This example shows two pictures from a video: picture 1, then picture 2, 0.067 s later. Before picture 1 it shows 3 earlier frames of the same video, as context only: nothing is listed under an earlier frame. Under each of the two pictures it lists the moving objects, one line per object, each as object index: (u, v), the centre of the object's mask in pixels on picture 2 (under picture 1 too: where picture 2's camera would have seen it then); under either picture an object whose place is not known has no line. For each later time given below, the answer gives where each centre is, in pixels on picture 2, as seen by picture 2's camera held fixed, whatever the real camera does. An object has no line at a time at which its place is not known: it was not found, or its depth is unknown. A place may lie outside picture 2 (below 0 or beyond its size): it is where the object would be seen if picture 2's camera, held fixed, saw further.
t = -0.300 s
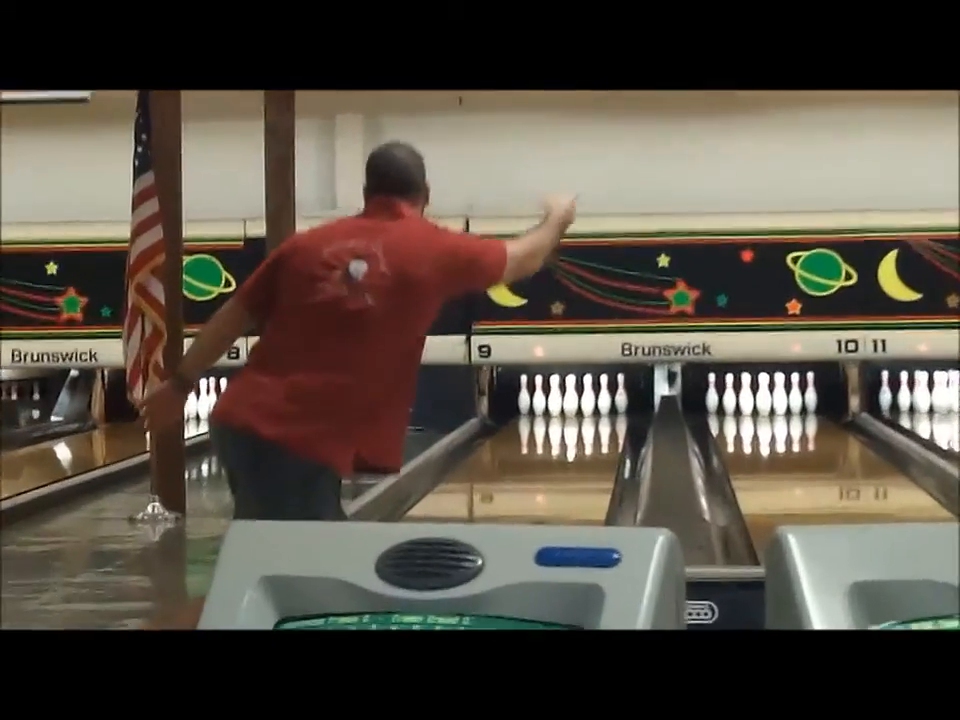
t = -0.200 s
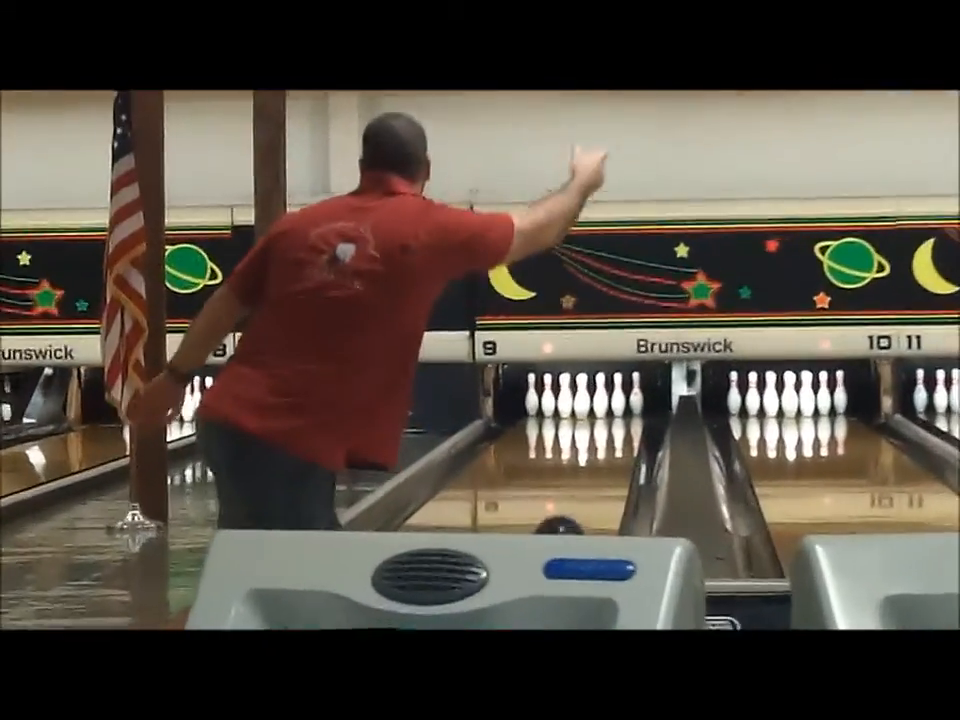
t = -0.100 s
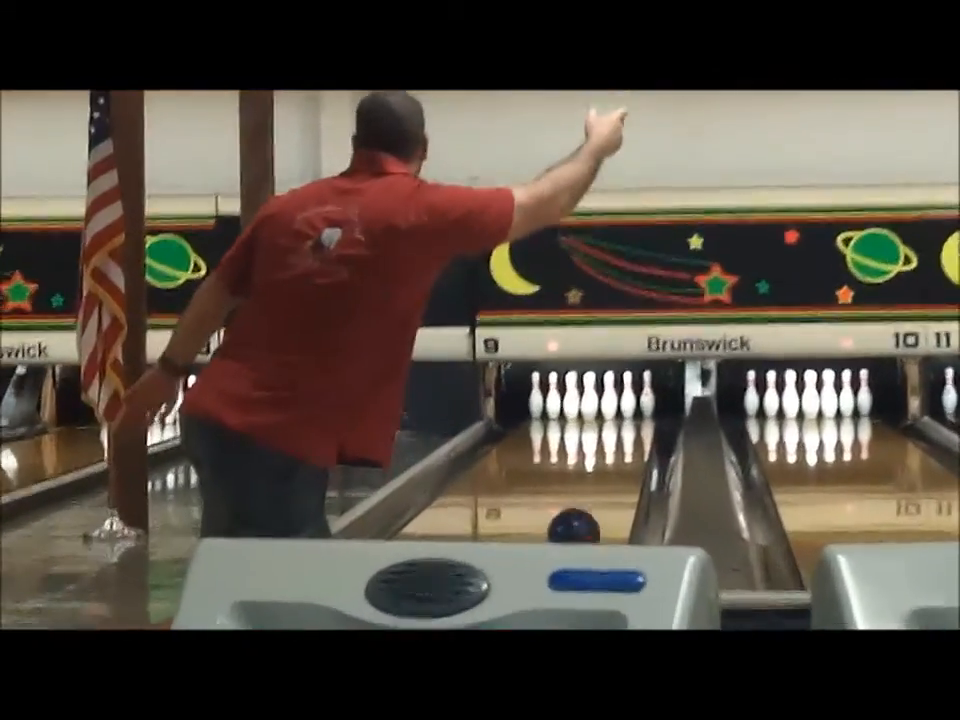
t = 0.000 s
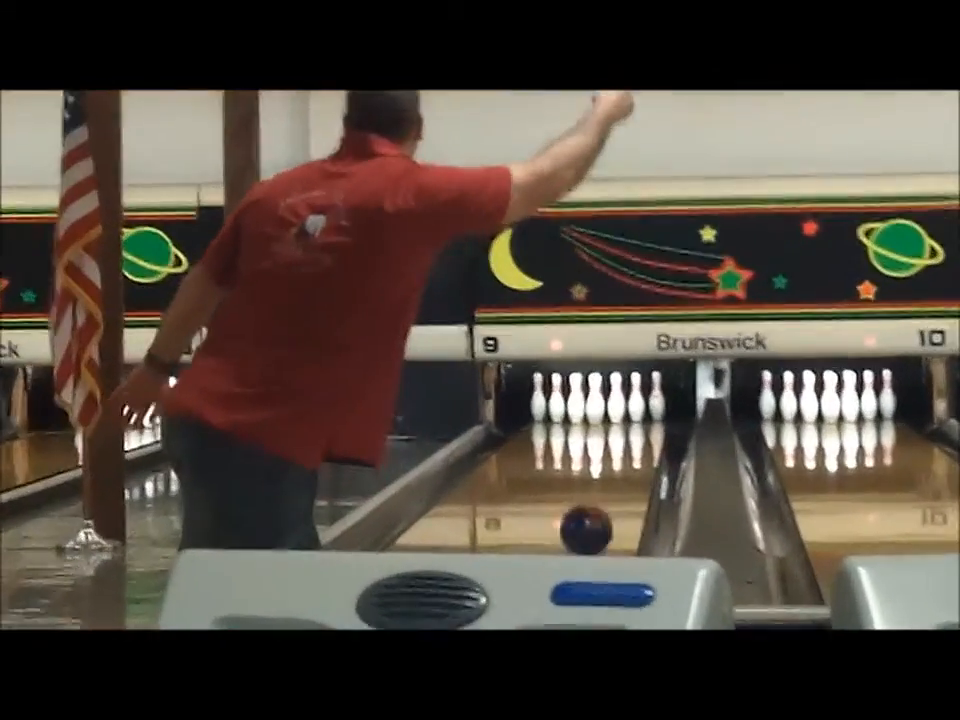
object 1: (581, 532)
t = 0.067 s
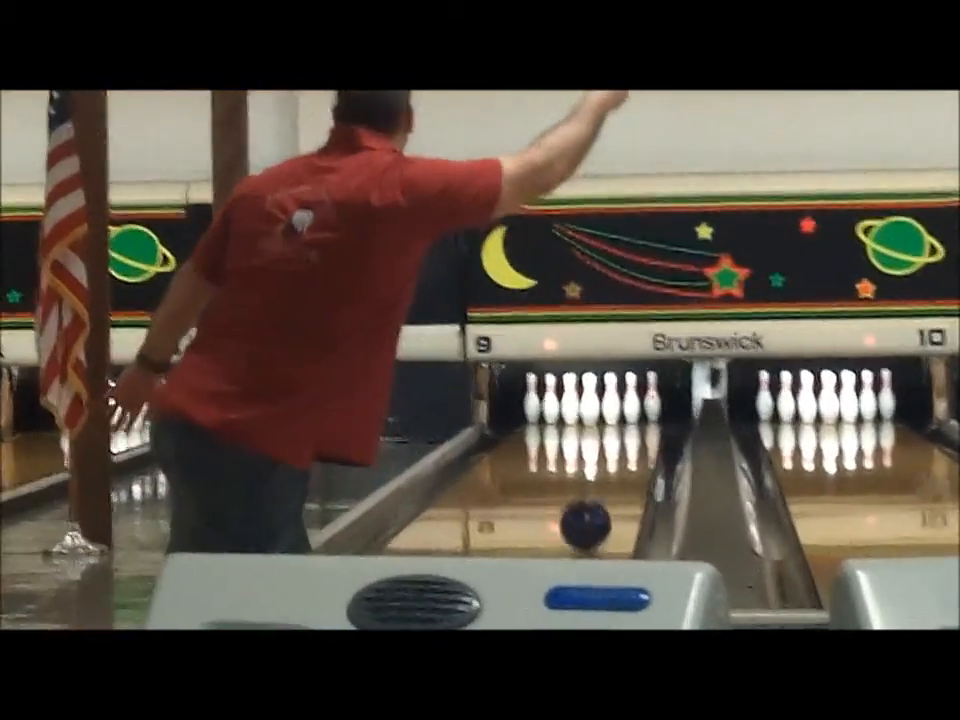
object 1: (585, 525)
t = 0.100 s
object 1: (587, 520)
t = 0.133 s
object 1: (588, 516)
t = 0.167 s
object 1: (589, 512)
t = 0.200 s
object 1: (590, 507)
